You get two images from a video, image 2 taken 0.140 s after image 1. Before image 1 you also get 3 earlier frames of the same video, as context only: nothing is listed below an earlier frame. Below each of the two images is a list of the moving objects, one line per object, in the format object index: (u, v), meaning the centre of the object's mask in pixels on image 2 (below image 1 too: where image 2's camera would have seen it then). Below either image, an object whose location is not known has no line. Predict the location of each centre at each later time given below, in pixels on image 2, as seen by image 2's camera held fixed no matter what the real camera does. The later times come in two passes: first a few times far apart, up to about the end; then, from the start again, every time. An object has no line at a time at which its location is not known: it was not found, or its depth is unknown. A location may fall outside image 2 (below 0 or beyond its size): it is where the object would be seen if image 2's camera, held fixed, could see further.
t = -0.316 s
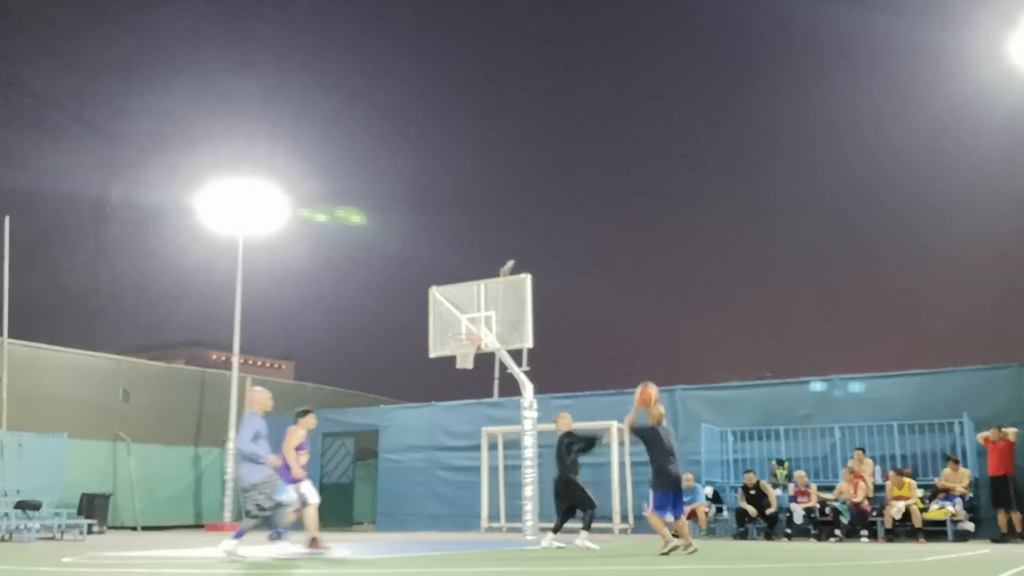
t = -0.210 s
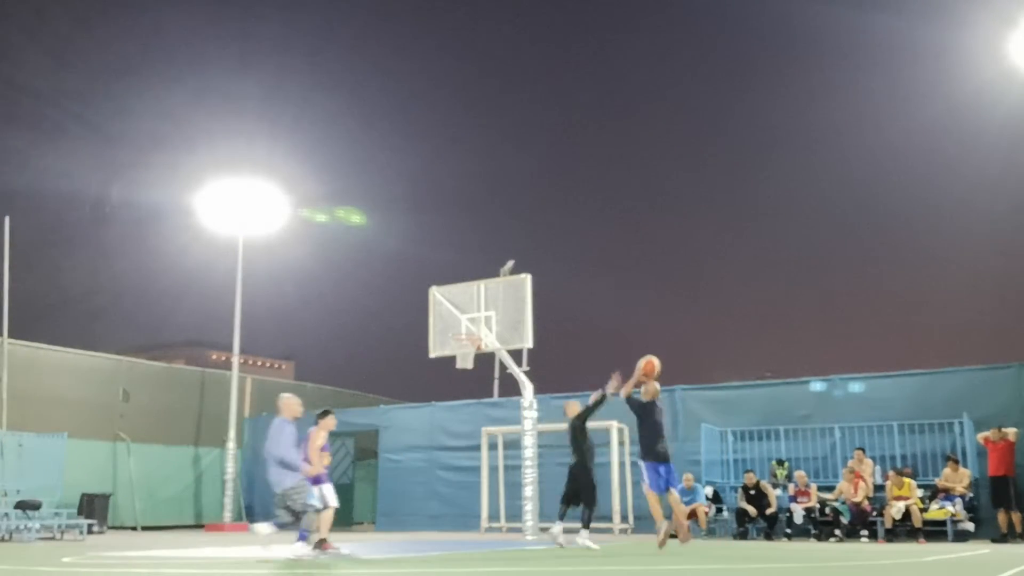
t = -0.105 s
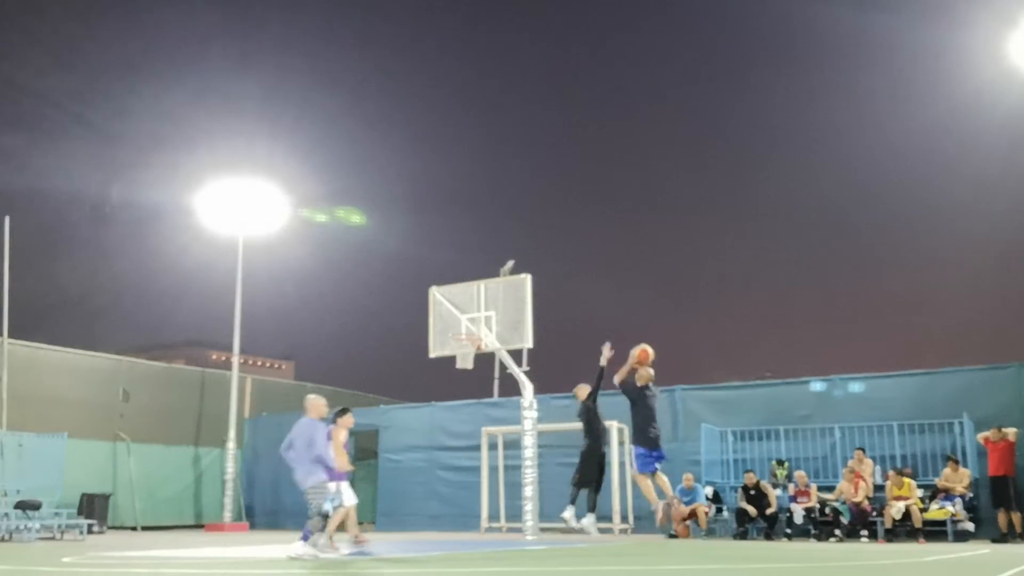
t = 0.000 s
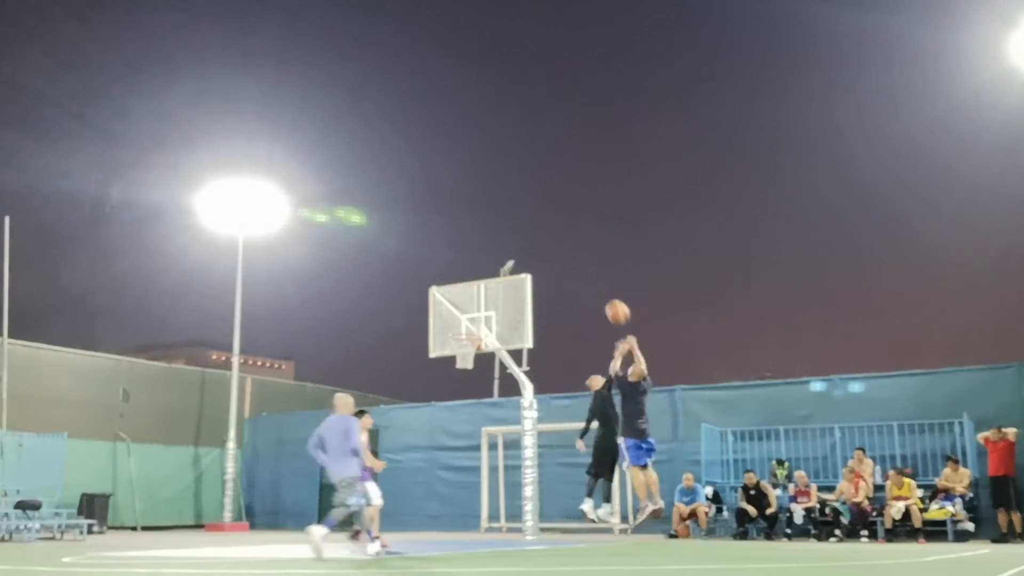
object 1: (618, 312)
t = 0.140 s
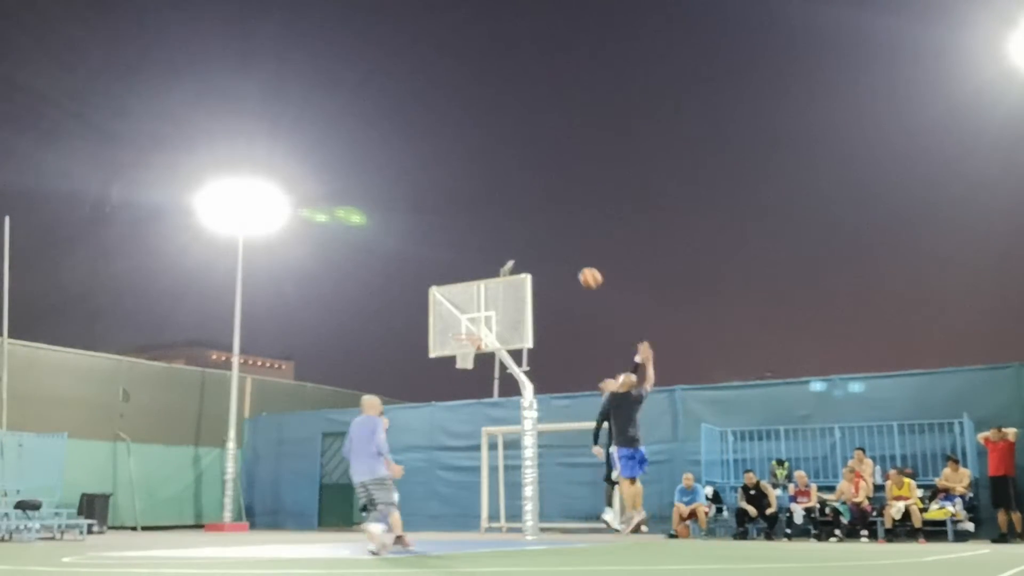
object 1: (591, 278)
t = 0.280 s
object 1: (567, 260)
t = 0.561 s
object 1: (525, 266)
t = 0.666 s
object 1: (512, 278)
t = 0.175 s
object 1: (584, 272)
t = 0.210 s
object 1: (578, 268)
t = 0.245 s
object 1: (572, 263)
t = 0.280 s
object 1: (567, 260)
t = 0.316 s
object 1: (561, 258)
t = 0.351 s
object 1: (556, 257)
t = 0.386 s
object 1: (550, 257)
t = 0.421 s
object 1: (545, 257)
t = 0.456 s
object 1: (540, 258)
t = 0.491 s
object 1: (535, 260)
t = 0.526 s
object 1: (530, 263)
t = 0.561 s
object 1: (525, 266)
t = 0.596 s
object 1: (521, 269)
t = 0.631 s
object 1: (517, 273)
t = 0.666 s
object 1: (512, 278)
